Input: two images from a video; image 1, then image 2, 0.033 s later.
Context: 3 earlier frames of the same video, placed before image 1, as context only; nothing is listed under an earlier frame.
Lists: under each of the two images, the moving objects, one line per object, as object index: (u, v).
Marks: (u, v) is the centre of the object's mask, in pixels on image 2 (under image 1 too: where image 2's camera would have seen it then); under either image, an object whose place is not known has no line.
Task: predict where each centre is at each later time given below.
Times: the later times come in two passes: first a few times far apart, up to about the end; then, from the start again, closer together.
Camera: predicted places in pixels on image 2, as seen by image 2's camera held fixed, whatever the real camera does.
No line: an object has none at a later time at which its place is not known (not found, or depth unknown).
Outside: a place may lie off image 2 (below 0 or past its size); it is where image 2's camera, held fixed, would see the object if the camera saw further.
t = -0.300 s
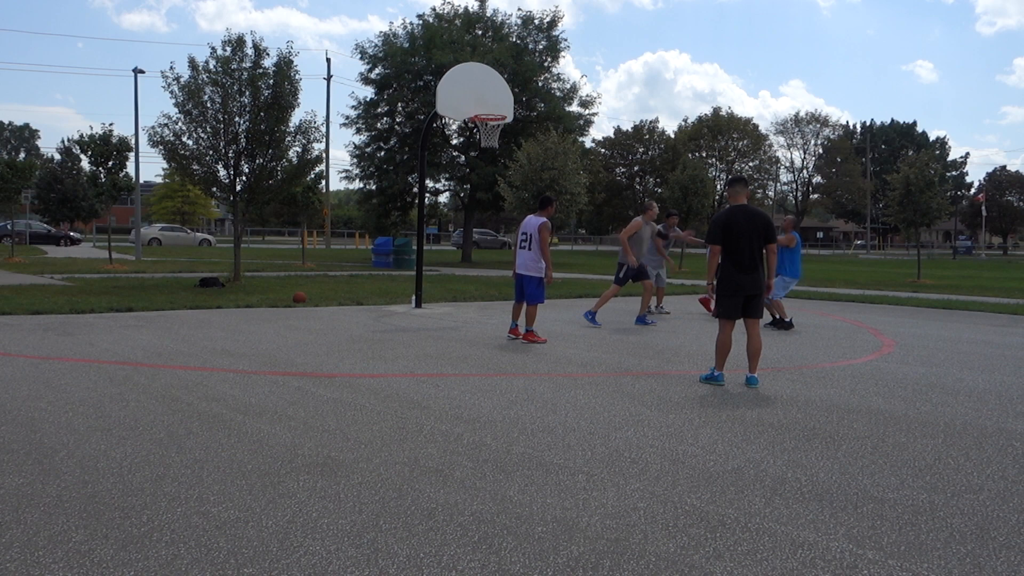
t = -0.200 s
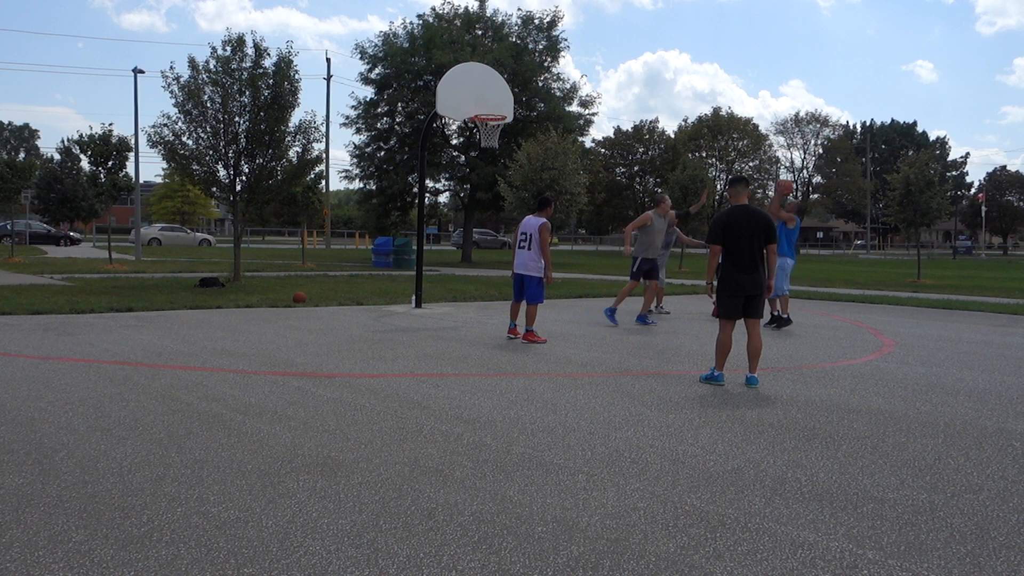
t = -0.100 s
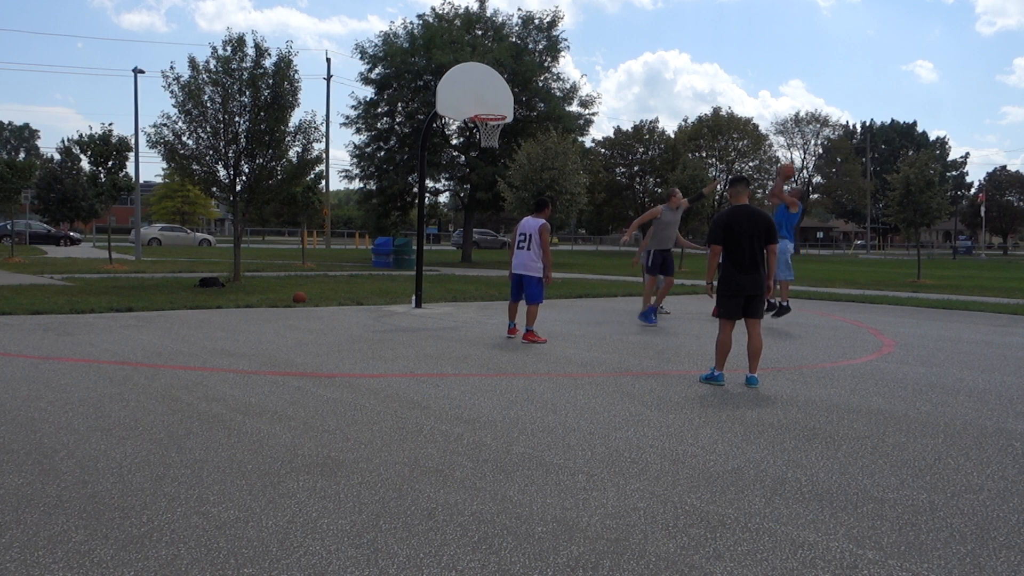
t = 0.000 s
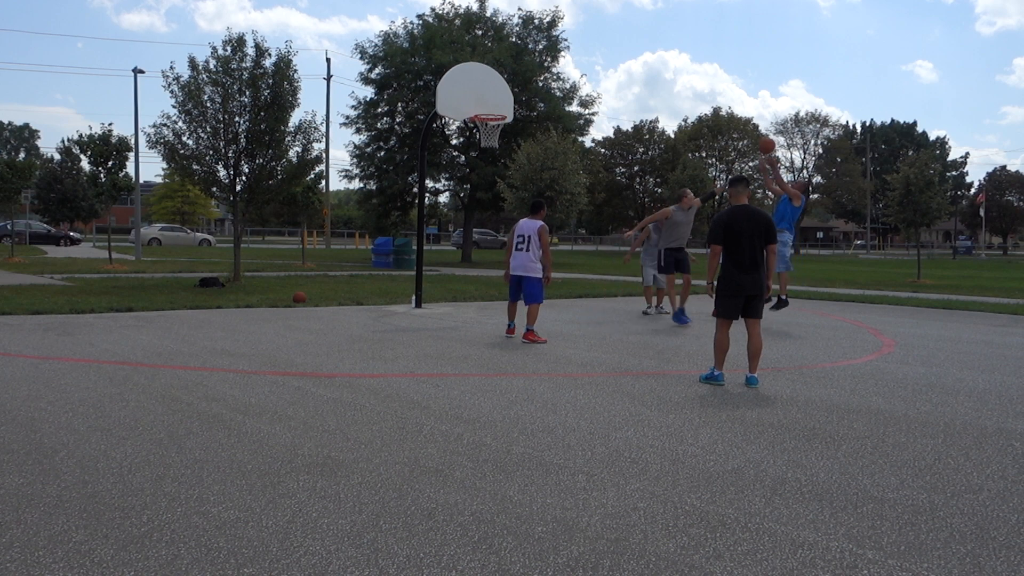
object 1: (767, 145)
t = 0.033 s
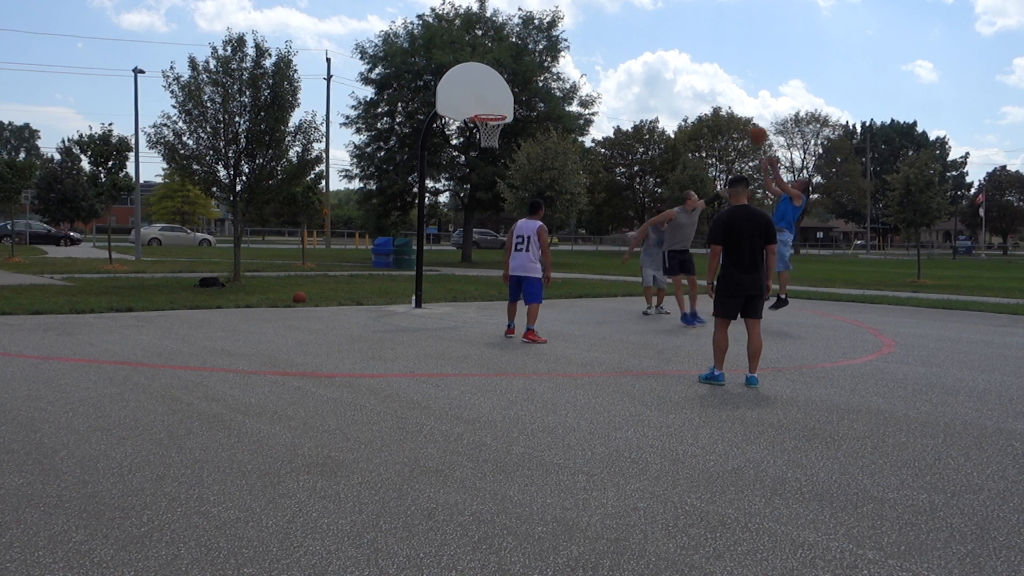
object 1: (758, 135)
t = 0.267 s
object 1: (694, 75)
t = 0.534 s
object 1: (622, 55)
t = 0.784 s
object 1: (558, 80)
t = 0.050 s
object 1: (752, 128)
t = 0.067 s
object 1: (749, 124)
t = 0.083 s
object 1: (744, 118)
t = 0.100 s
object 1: (740, 113)
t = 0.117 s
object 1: (735, 108)
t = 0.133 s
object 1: (730, 104)
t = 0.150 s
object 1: (726, 100)
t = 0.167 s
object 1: (721, 96)
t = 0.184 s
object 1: (717, 92)
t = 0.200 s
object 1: (712, 88)
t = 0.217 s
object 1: (708, 84)
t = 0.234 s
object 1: (703, 81)
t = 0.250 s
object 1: (698, 78)
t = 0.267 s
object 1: (694, 75)
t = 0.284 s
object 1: (689, 72)
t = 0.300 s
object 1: (685, 70)
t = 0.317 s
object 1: (680, 68)
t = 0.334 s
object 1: (676, 65)
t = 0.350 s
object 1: (671, 64)
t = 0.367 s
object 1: (667, 62)
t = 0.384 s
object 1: (662, 60)
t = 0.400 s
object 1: (658, 59)
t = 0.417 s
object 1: (653, 58)
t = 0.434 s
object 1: (649, 57)
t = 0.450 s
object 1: (644, 56)
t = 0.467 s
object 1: (640, 56)
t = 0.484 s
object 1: (635, 55)
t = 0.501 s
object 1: (631, 55)
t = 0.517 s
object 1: (627, 55)
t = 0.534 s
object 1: (622, 55)
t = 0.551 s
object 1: (618, 56)
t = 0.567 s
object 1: (613, 56)
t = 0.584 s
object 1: (609, 57)
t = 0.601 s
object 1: (605, 58)
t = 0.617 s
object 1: (600, 59)
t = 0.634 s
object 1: (596, 60)
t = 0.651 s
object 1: (592, 62)
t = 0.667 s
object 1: (587, 63)
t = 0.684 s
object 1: (583, 65)
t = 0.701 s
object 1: (579, 67)
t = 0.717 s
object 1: (575, 69)
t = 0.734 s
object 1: (570, 72)
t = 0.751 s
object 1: (566, 74)
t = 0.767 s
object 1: (562, 77)
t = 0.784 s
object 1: (558, 80)
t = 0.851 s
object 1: (540, 94)
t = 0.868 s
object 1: (536, 96)
